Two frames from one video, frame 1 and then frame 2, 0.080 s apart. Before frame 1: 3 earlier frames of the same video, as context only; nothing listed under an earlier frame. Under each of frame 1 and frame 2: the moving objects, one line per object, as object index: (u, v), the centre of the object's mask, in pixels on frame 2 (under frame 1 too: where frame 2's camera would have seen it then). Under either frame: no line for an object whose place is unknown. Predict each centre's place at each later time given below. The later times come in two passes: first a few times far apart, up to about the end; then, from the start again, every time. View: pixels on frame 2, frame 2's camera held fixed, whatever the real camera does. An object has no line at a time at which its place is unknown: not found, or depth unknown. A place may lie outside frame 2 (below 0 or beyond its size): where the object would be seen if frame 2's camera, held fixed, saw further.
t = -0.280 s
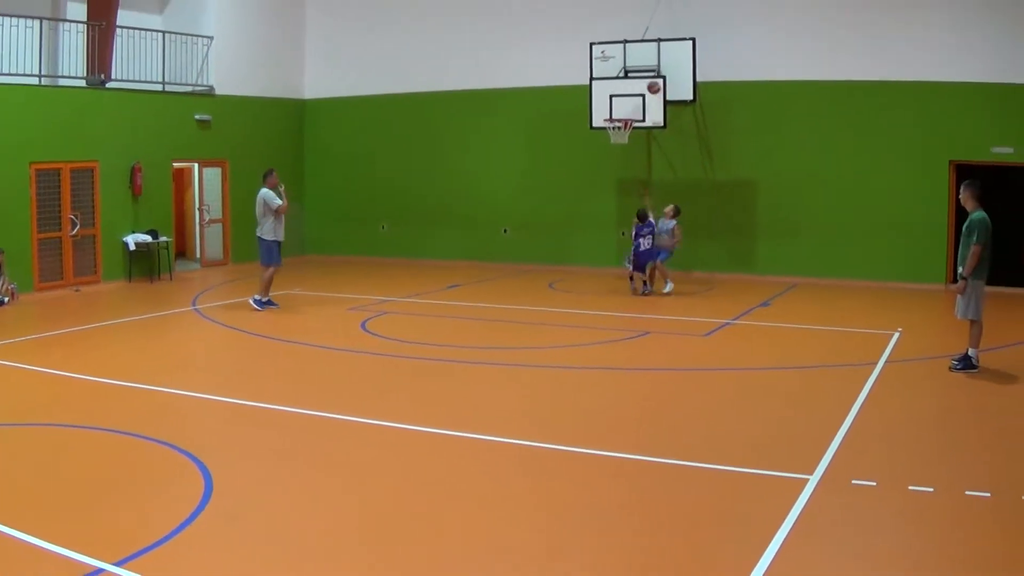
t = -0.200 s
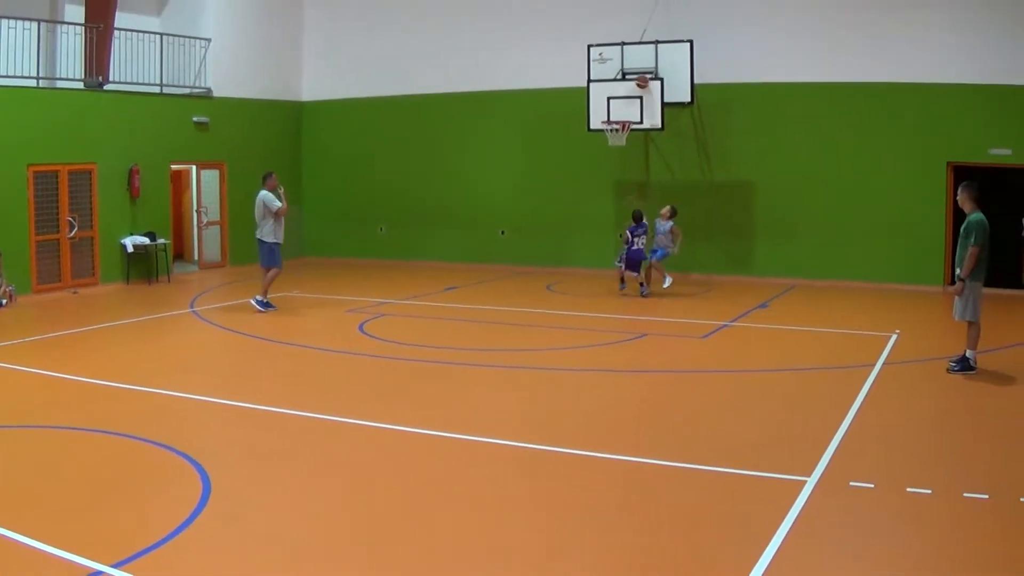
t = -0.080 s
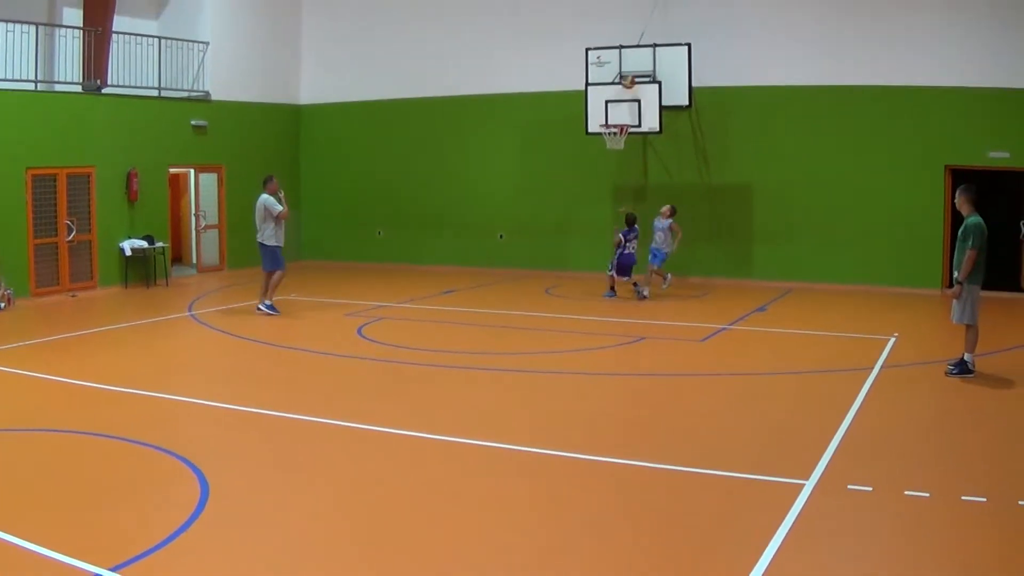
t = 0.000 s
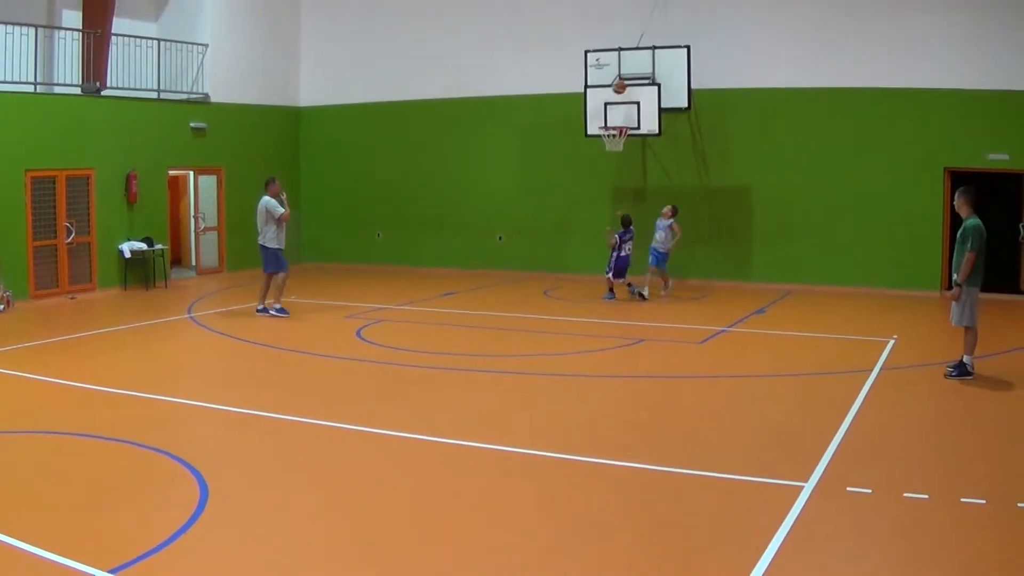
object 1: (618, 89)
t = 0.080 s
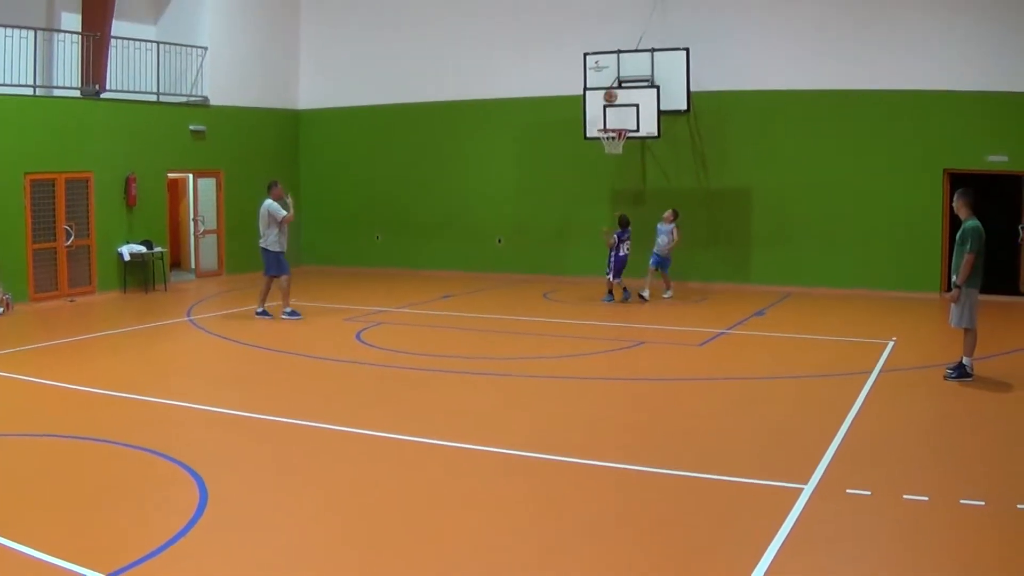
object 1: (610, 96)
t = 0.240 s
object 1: (594, 122)
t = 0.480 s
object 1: (565, 135)
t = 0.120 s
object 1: (606, 101)
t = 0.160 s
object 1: (602, 107)
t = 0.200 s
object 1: (598, 115)
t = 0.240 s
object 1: (594, 122)
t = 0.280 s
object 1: (589, 123)
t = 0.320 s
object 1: (584, 124)
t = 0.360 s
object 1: (579, 124)
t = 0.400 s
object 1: (574, 127)
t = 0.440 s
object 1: (570, 130)
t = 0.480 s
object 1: (565, 135)
